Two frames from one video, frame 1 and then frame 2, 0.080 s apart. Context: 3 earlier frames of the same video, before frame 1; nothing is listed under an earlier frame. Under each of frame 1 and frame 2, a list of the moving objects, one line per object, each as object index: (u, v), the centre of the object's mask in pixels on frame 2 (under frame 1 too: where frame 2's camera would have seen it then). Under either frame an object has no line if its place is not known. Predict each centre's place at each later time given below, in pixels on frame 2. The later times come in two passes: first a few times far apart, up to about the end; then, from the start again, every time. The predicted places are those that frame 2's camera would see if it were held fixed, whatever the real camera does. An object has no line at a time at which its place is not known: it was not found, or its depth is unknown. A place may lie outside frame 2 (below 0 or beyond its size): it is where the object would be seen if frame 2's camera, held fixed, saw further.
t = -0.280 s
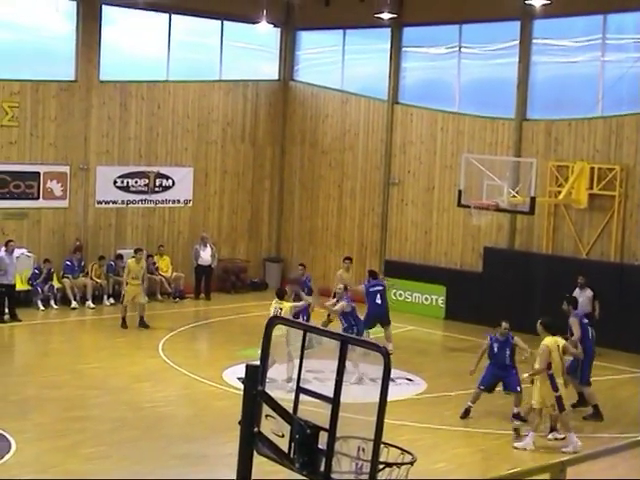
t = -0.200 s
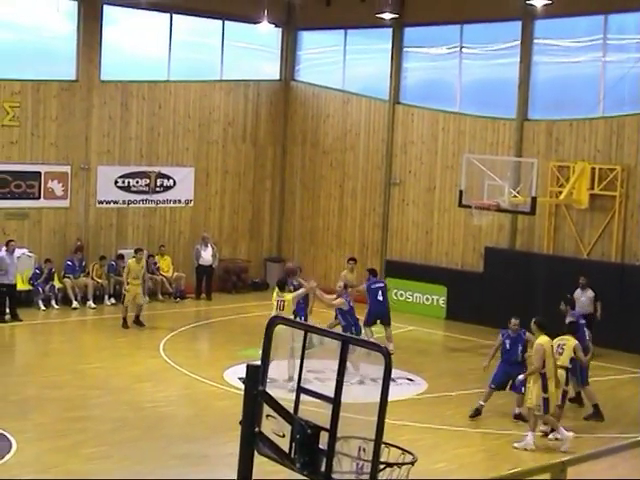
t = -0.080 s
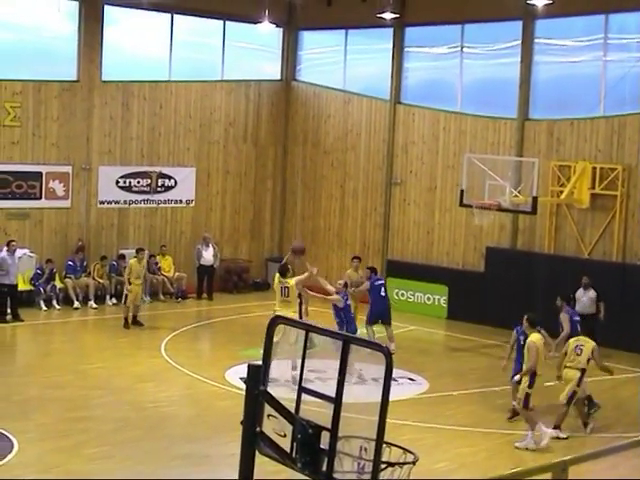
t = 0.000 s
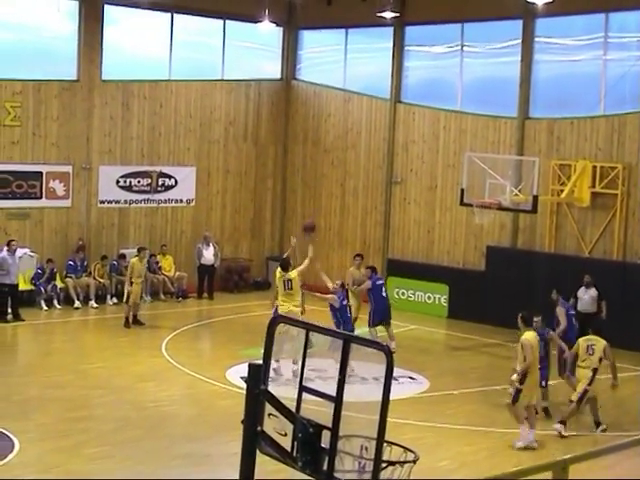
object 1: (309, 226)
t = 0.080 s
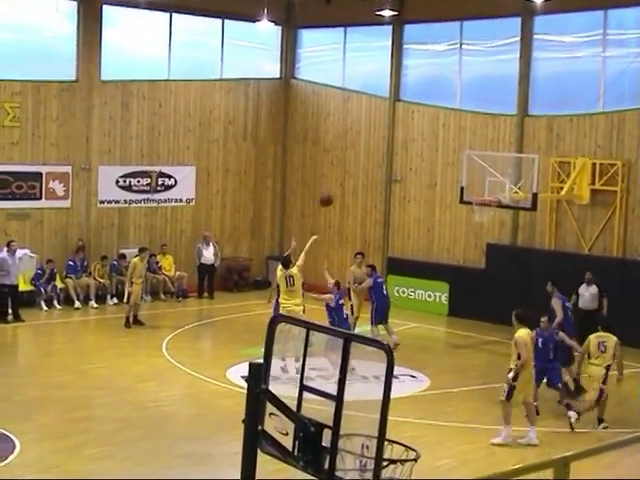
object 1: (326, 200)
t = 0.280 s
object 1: (365, 155)
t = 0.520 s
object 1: (407, 134)
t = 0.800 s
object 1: (450, 149)
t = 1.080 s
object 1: (487, 199)
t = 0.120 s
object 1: (334, 189)
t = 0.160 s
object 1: (342, 178)
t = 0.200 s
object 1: (349, 170)
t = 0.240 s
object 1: (357, 162)
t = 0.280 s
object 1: (365, 155)
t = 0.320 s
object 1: (372, 149)
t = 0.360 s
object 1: (379, 144)
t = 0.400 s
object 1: (386, 141)
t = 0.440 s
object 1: (394, 138)
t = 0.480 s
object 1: (400, 136)
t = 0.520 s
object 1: (407, 134)
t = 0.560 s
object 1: (413, 134)
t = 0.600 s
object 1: (420, 134)
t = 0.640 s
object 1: (426, 135)
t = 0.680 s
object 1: (432, 138)
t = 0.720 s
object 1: (438, 141)
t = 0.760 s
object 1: (444, 144)
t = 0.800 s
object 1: (450, 149)
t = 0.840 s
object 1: (455, 154)
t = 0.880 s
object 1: (461, 160)
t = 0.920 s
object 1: (466, 167)
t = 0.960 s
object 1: (472, 174)
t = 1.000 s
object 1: (477, 182)
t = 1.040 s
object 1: (482, 191)
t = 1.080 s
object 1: (487, 199)
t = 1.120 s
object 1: (484, 209)
